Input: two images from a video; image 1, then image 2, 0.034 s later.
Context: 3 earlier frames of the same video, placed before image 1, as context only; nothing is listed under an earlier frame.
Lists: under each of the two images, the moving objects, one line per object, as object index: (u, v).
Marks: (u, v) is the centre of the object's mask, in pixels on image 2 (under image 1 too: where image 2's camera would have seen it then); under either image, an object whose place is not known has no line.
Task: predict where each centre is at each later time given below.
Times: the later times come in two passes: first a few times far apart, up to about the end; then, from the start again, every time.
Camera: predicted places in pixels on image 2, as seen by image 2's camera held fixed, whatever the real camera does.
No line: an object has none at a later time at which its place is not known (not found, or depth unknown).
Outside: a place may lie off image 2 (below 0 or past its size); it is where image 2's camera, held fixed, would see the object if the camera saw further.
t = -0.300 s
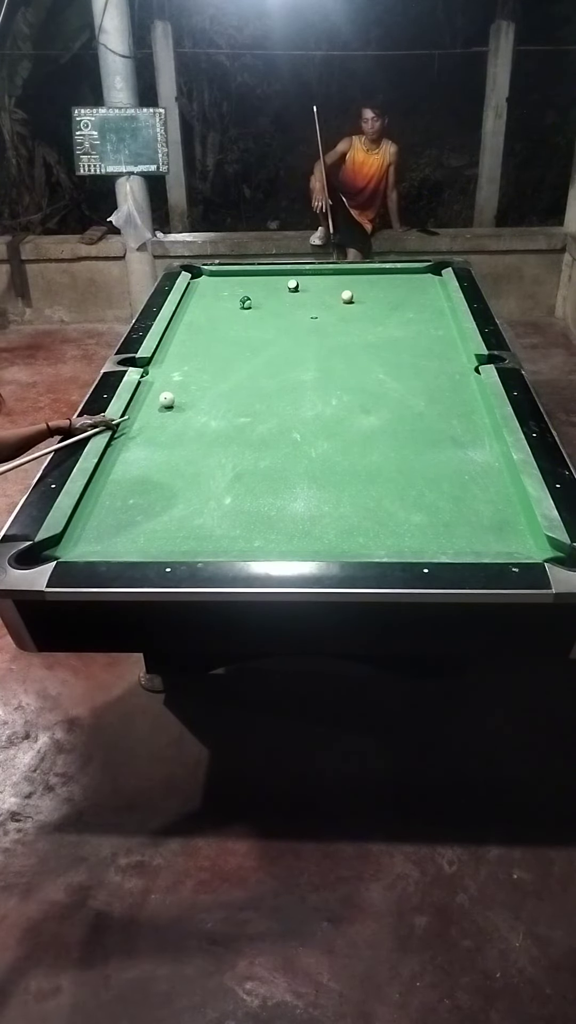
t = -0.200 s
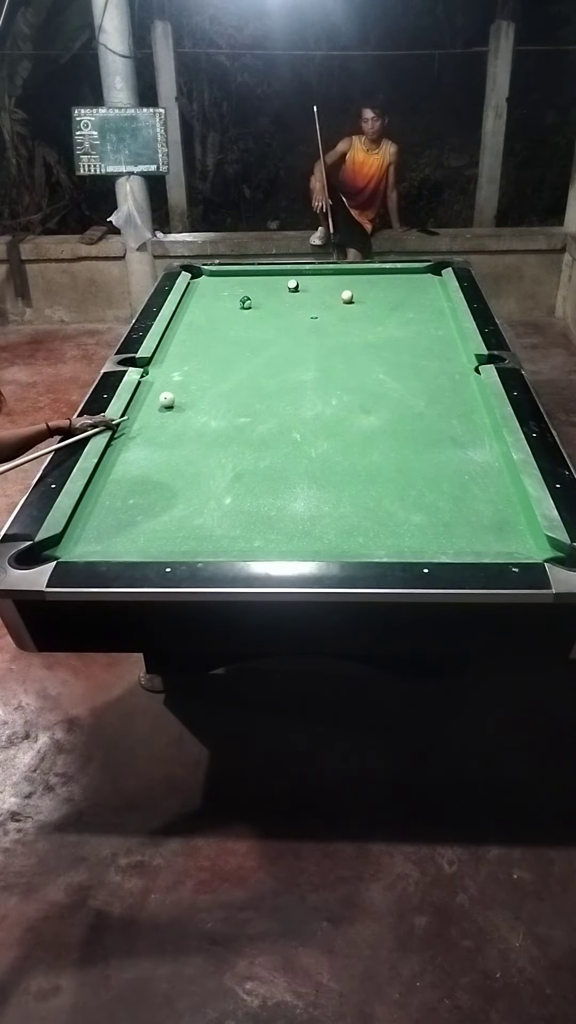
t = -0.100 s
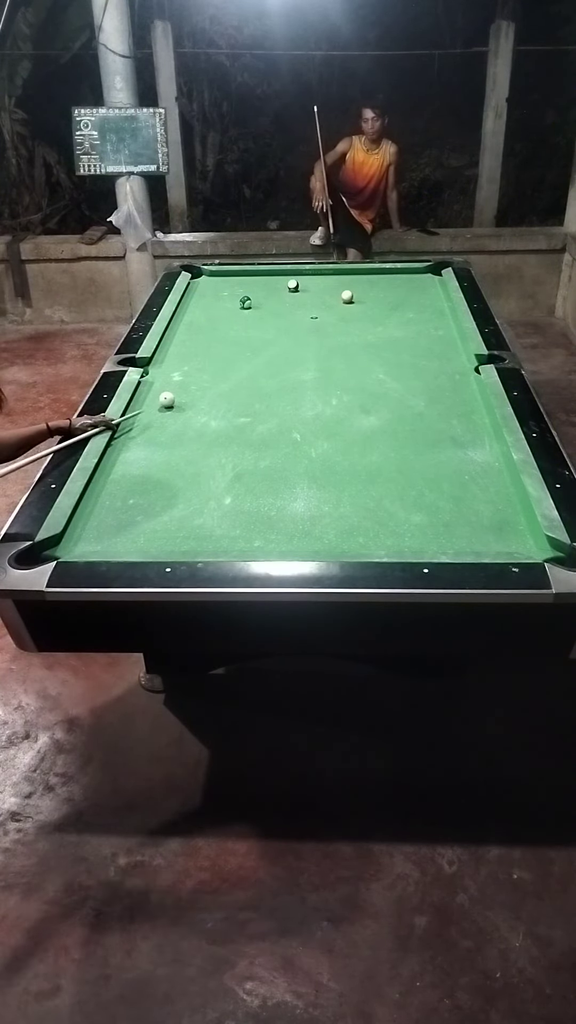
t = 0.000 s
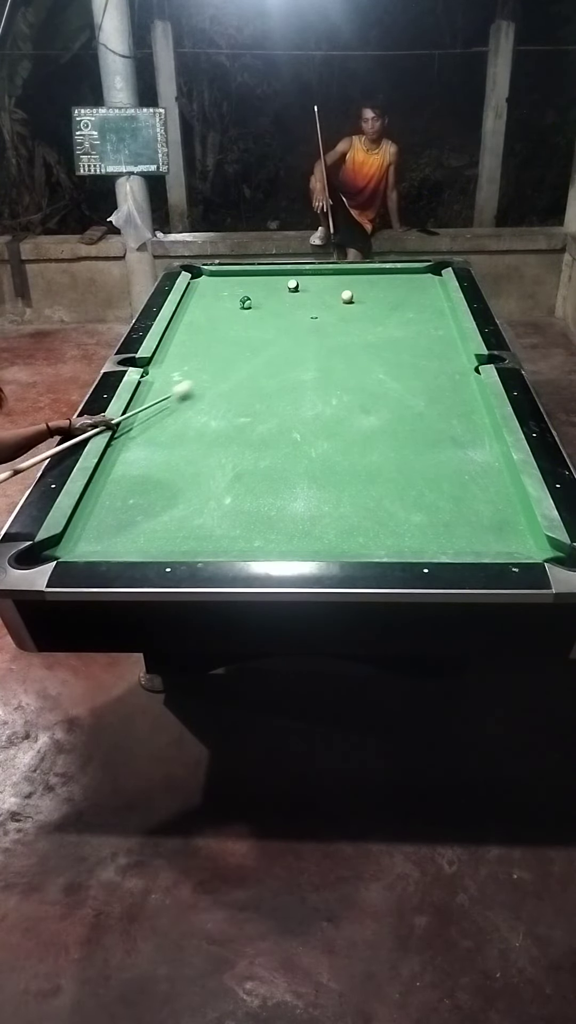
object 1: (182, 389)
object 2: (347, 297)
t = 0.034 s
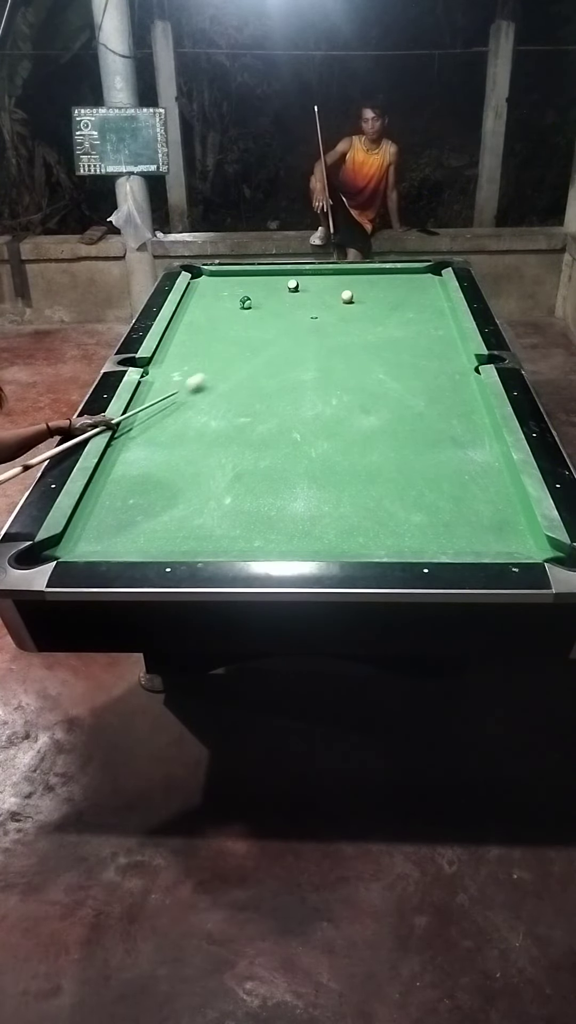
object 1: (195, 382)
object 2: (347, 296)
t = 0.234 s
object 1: (259, 347)
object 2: (347, 297)
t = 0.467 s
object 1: (317, 312)
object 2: (347, 296)
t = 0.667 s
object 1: (333, 297)
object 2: (370, 288)
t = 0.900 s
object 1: (330, 289)
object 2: (407, 274)
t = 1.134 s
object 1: (328, 281)
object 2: (432, 274)
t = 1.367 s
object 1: (326, 274)
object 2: (428, 279)
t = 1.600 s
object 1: (324, 274)
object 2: (417, 285)
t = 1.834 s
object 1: (322, 278)
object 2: (406, 290)
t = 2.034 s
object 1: (321, 281)
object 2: (398, 295)
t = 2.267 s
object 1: (319, 284)
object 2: (388, 301)
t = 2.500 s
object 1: (317, 286)
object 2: (379, 306)
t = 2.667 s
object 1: (316, 288)
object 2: (373, 310)
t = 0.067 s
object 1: (207, 375)
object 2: (347, 297)
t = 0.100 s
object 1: (218, 369)
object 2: (347, 297)
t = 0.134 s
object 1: (229, 363)
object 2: (347, 297)
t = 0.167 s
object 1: (240, 357)
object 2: (347, 297)
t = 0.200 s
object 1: (249, 352)
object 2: (347, 297)
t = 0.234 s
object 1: (259, 347)
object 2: (347, 297)
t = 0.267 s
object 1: (268, 341)
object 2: (347, 296)
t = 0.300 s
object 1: (277, 336)
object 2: (347, 297)
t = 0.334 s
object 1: (285, 331)
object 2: (347, 297)
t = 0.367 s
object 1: (294, 326)
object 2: (347, 297)
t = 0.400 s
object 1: (302, 321)
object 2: (347, 297)
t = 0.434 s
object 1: (310, 316)
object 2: (347, 297)
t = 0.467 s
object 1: (317, 312)
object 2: (347, 296)
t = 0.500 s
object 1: (325, 308)
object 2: (347, 297)
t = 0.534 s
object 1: (333, 304)
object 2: (347, 297)
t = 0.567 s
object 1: (339, 300)
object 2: (349, 296)
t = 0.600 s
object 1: (336, 300)
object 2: (356, 293)
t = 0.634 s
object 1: (334, 298)
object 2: (364, 290)
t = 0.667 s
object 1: (333, 297)
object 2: (370, 288)
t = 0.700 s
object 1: (333, 296)
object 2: (376, 286)
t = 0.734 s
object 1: (332, 295)
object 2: (381, 284)
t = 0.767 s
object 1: (332, 294)
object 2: (387, 282)
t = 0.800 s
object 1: (332, 293)
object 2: (392, 280)
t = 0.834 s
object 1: (331, 291)
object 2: (398, 278)
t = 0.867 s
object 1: (331, 290)
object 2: (402, 276)
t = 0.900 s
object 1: (330, 289)
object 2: (407, 274)
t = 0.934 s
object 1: (330, 288)
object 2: (411, 273)
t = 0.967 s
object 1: (330, 287)
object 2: (416, 271)
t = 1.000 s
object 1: (329, 286)
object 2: (420, 271)
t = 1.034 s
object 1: (329, 284)
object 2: (423, 272)
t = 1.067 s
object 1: (329, 283)
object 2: (426, 272)
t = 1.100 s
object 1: (328, 282)
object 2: (429, 273)
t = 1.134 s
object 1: (328, 281)
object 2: (432, 274)
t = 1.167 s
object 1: (328, 280)
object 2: (435, 274)
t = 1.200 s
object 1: (328, 279)
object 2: (435, 275)
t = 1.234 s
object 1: (327, 278)
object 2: (434, 276)
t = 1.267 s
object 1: (327, 277)
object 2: (432, 277)
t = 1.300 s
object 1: (327, 276)
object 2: (430, 278)
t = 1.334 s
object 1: (326, 275)
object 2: (429, 279)
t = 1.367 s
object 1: (326, 274)
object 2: (428, 279)
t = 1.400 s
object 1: (326, 273)
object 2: (426, 280)
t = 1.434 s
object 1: (325, 272)
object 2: (424, 281)
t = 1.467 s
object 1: (325, 272)
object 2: (423, 282)
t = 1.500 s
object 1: (325, 273)
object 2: (421, 282)
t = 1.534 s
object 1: (325, 274)
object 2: (420, 283)
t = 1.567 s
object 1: (324, 274)
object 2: (418, 284)
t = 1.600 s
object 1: (324, 274)
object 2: (417, 285)
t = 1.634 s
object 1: (324, 275)
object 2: (415, 286)
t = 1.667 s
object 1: (324, 275)
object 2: (414, 286)
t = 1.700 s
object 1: (323, 276)
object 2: (412, 287)
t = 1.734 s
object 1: (323, 276)
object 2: (411, 288)
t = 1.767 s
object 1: (323, 277)
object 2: (409, 289)
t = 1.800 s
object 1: (323, 277)
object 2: (408, 289)
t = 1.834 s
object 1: (322, 278)
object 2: (406, 290)
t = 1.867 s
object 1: (322, 278)
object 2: (405, 291)
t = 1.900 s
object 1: (322, 279)
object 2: (403, 292)
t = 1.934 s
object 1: (322, 279)
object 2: (402, 293)
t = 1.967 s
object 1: (321, 280)
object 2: (400, 294)
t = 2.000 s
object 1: (321, 280)
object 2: (399, 294)
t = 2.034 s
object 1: (321, 281)
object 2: (398, 295)
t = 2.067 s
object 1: (321, 281)
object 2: (396, 296)
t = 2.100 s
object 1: (320, 281)
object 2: (395, 297)
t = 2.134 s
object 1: (320, 282)
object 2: (394, 297)
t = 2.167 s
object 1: (320, 282)
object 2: (392, 298)
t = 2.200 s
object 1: (320, 283)
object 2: (391, 299)
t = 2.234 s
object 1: (319, 283)
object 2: (390, 300)
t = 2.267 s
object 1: (319, 284)
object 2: (388, 301)
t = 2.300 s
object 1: (319, 284)
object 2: (387, 301)
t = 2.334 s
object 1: (319, 284)
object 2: (386, 302)
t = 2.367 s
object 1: (319, 285)
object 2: (384, 303)
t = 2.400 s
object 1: (318, 285)
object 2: (383, 304)
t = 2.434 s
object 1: (318, 285)
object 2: (382, 304)
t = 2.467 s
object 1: (318, 286)
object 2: (381, 305)
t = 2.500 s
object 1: (317, 286)
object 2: (379, 306)
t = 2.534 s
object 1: (317, 287)
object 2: (378, 307)
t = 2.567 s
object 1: (317, 287)
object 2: (377, 307)
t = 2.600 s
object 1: (317, 287)
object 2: (376, 308)
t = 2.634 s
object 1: (317, 288)
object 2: (374, 309)
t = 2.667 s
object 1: (316, 288)
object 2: (373, 310)
